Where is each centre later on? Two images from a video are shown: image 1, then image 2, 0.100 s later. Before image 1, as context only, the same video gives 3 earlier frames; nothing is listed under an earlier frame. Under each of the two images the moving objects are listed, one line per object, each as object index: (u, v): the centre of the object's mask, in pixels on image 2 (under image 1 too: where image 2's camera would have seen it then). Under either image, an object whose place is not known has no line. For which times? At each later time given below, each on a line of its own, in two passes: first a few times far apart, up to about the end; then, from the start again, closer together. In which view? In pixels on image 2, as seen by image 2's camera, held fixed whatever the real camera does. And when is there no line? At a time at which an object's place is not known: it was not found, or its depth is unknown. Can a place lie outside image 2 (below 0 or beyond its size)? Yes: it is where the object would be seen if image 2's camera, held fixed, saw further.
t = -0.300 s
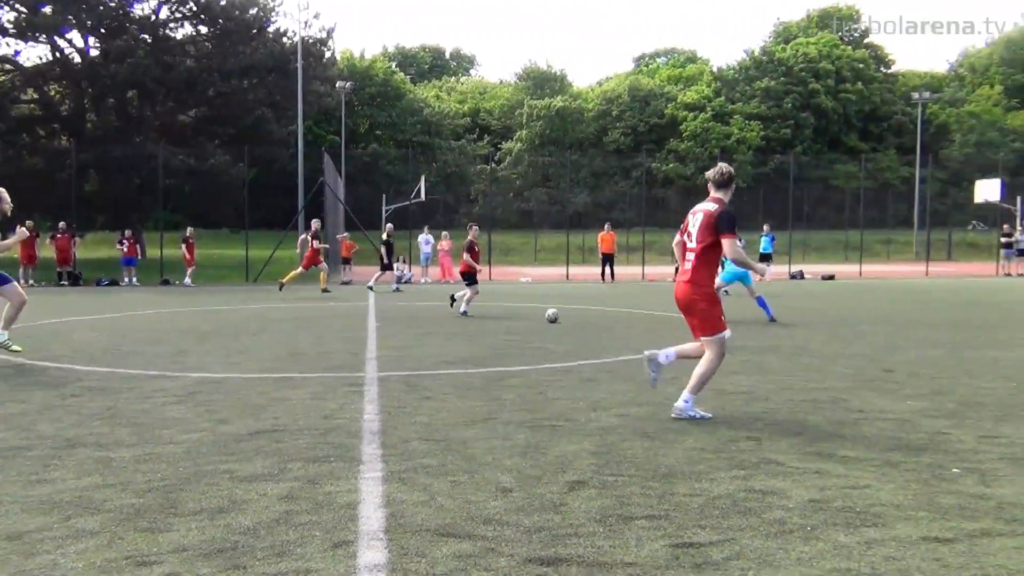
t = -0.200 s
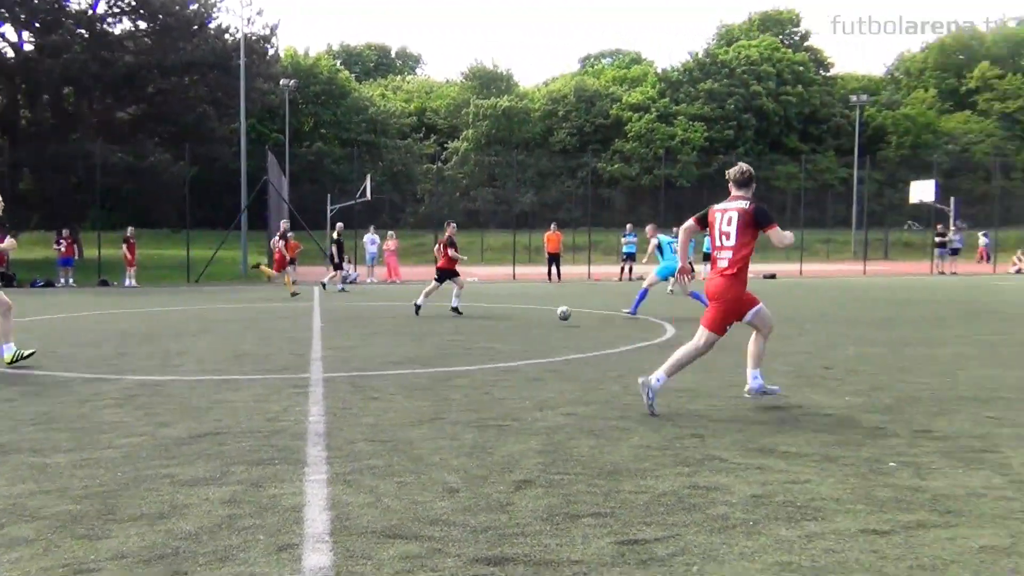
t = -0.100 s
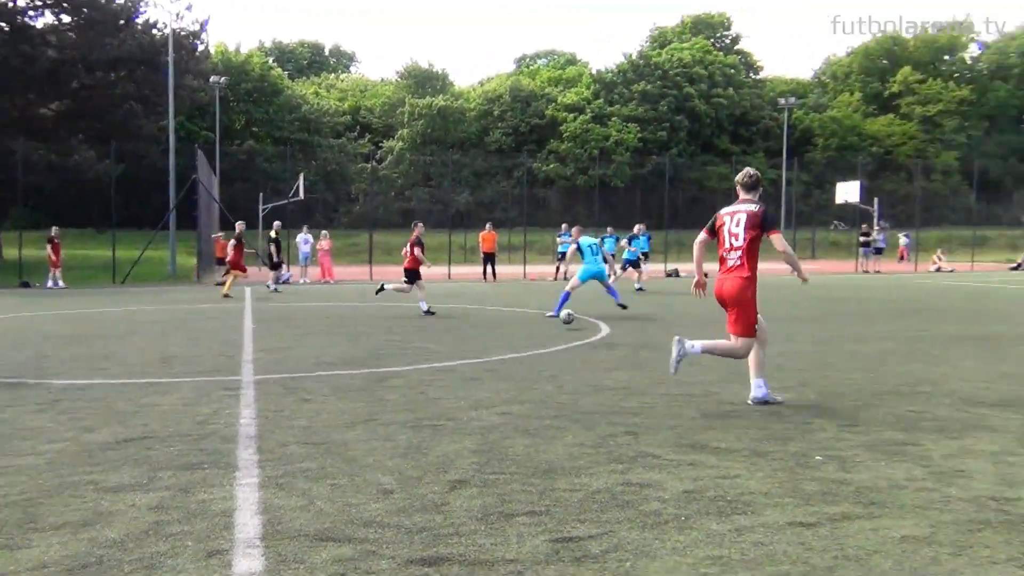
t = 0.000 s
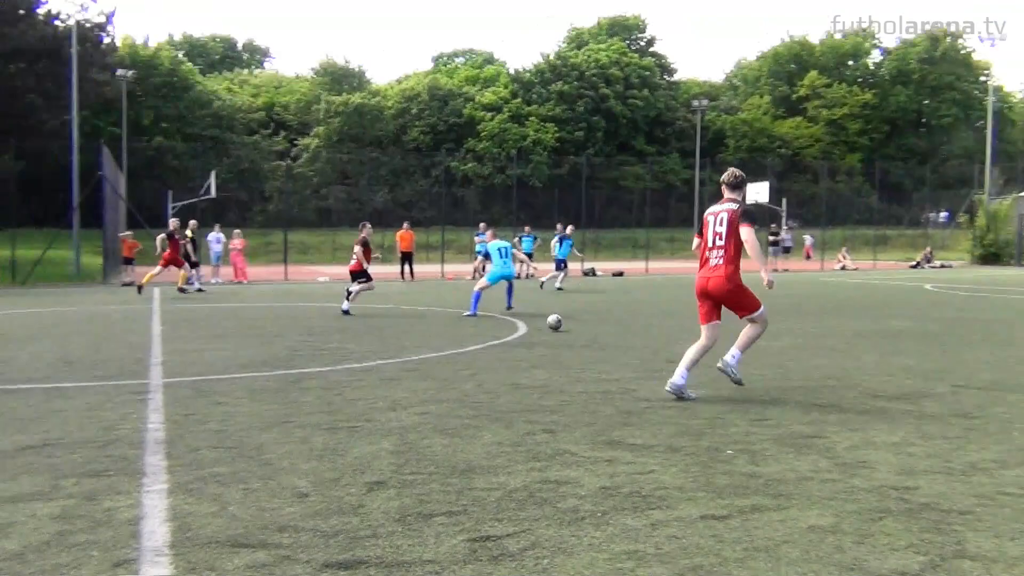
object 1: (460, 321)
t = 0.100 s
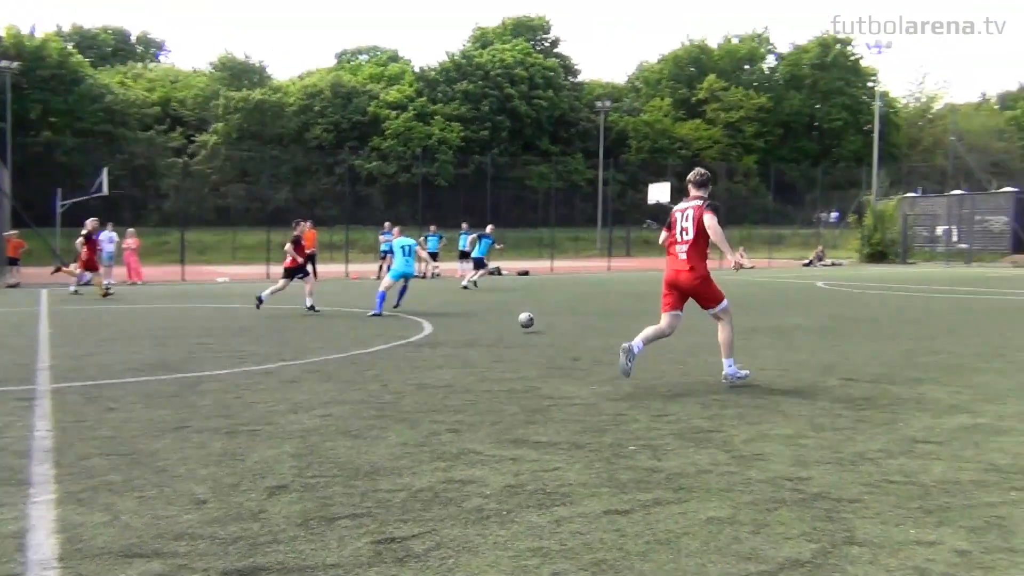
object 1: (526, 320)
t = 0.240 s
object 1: (618, 324)
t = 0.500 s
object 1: (777, 331)
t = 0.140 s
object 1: (553, 321)
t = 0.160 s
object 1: (567, 323)
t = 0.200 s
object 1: (593, 326)
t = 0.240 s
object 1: (618, 324)
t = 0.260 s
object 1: (631, 324)
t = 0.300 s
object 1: (656, 325)
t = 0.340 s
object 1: (682, 327)
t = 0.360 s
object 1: (694, 329)
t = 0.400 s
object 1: (718, 329)
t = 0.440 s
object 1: (742, 329)
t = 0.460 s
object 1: (754, 329)
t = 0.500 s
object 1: (777, 331)
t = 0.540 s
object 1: (800, 333)
